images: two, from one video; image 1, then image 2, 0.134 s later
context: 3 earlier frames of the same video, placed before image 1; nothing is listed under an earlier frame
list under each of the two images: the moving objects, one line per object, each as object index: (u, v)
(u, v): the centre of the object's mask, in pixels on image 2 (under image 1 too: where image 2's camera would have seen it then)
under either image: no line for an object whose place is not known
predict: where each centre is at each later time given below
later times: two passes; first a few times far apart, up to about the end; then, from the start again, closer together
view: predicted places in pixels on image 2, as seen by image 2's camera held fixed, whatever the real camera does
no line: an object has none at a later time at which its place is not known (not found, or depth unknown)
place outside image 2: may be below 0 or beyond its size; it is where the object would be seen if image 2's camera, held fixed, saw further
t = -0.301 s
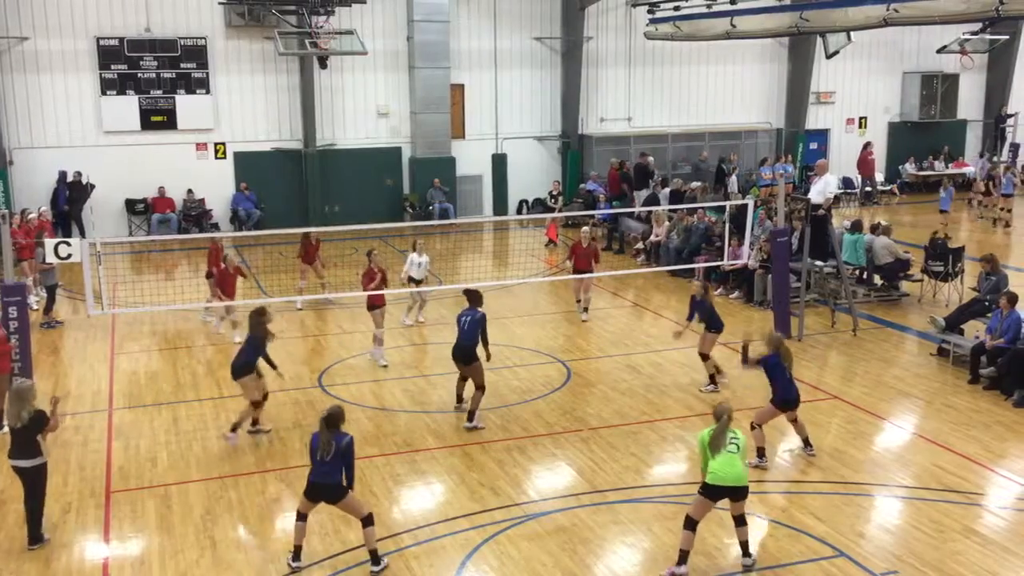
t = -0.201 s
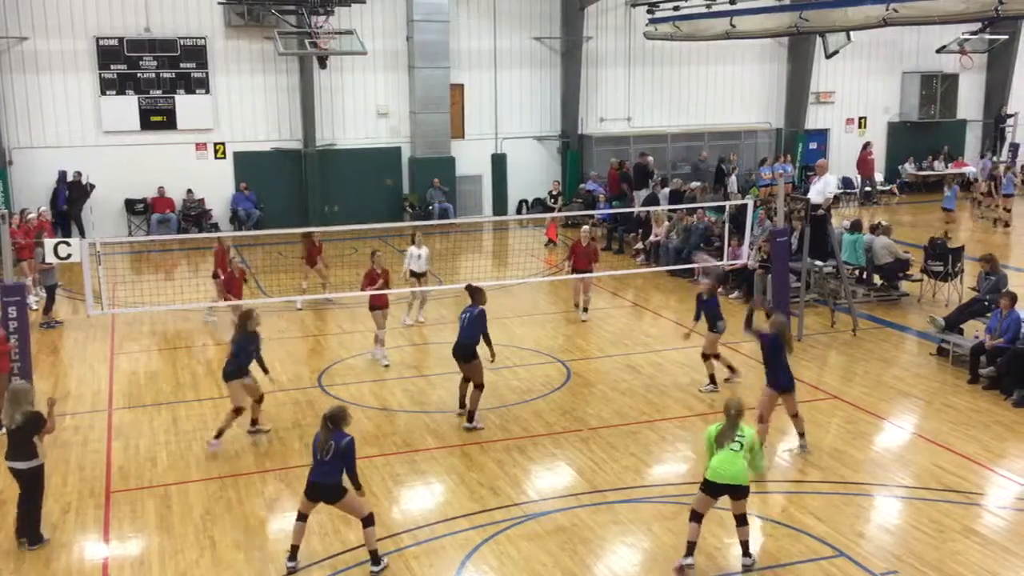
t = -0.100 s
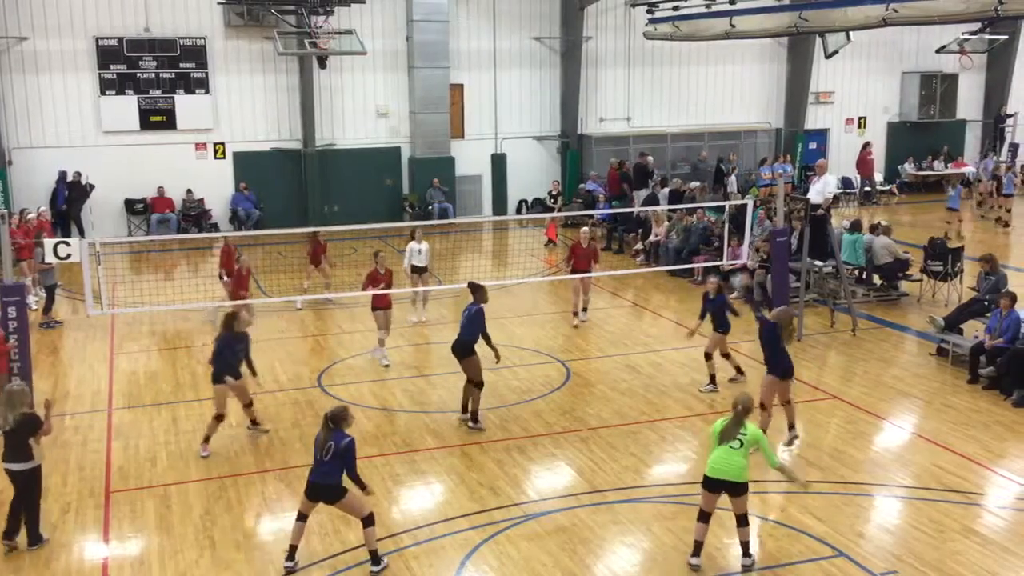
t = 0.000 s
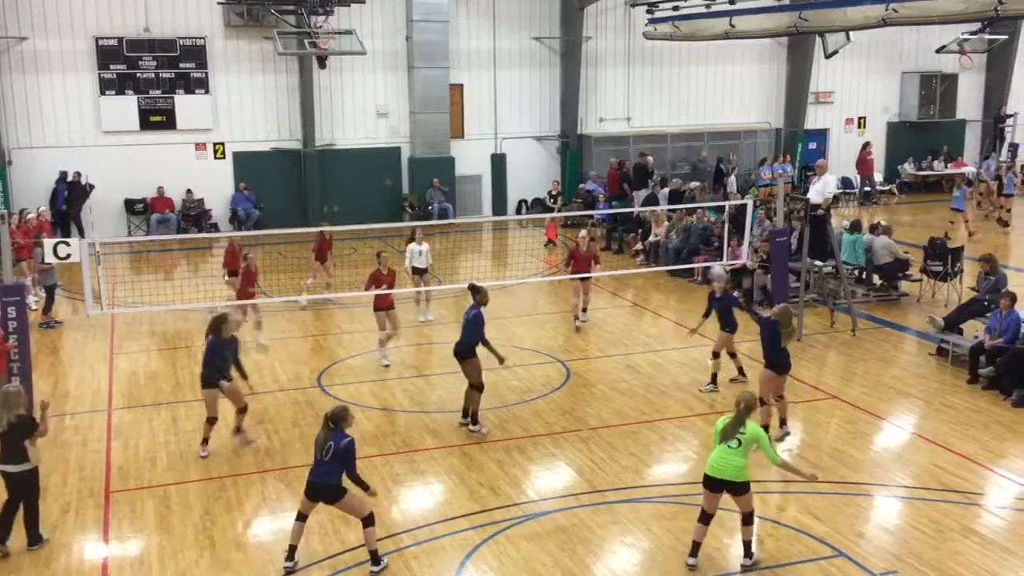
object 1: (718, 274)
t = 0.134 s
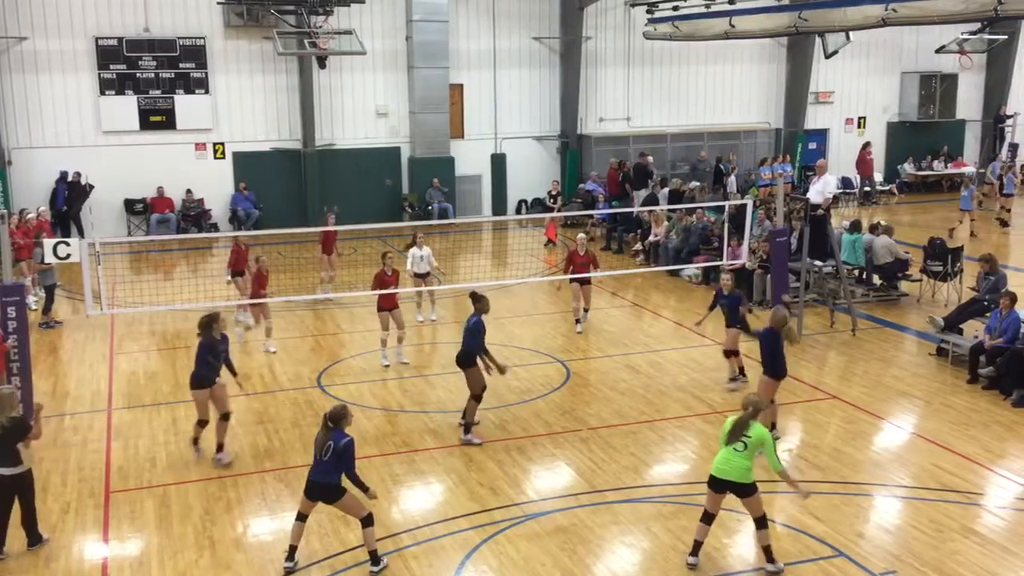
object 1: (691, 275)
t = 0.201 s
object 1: (677, 278)
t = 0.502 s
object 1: (624, 341)
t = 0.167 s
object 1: (683, 275)
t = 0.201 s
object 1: (677, 278)
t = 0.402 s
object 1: (640, 313)
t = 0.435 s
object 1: (634, 324)
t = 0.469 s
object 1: (630, 331)
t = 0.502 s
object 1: (624, 341)
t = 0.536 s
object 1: (620, 348)
